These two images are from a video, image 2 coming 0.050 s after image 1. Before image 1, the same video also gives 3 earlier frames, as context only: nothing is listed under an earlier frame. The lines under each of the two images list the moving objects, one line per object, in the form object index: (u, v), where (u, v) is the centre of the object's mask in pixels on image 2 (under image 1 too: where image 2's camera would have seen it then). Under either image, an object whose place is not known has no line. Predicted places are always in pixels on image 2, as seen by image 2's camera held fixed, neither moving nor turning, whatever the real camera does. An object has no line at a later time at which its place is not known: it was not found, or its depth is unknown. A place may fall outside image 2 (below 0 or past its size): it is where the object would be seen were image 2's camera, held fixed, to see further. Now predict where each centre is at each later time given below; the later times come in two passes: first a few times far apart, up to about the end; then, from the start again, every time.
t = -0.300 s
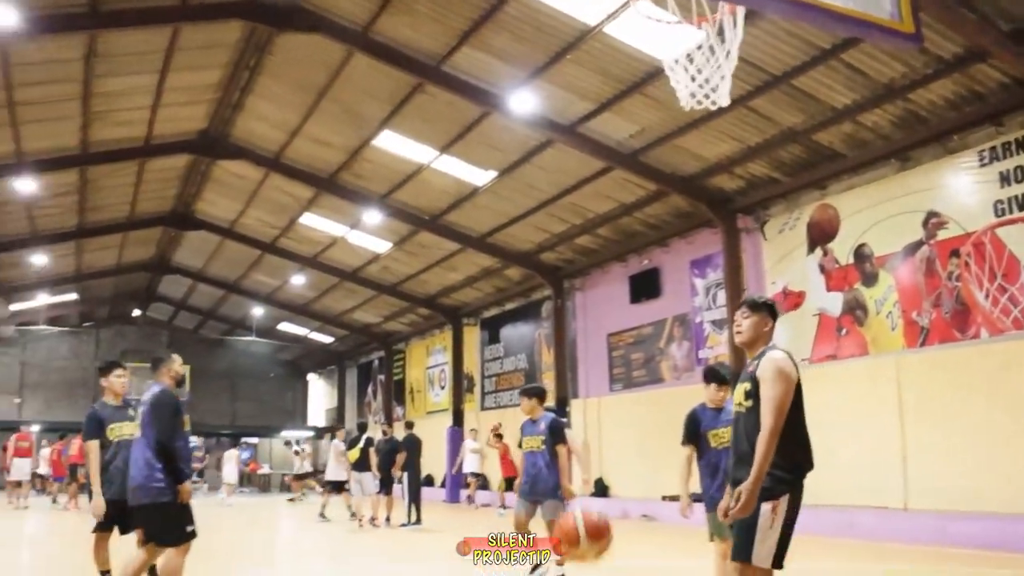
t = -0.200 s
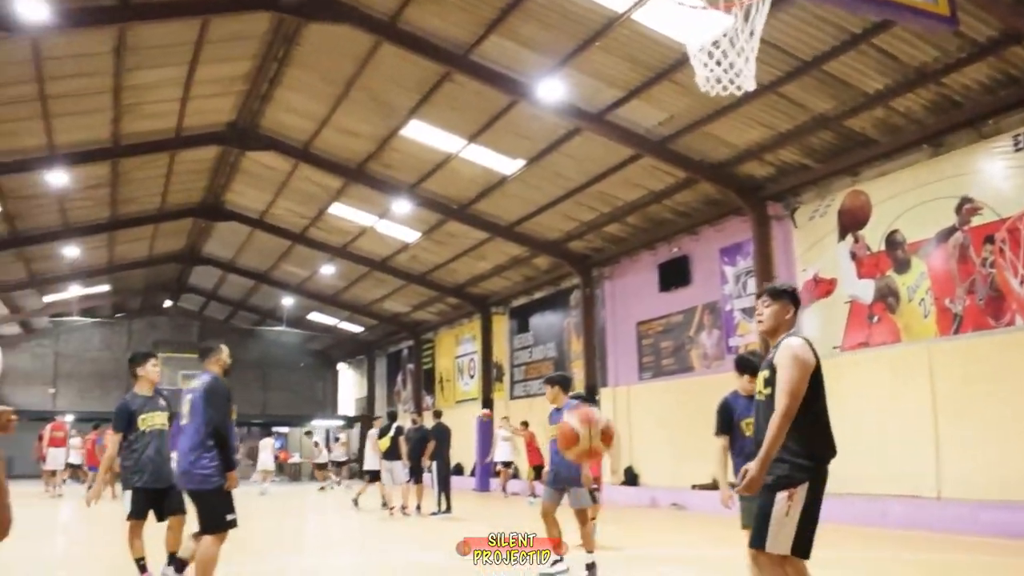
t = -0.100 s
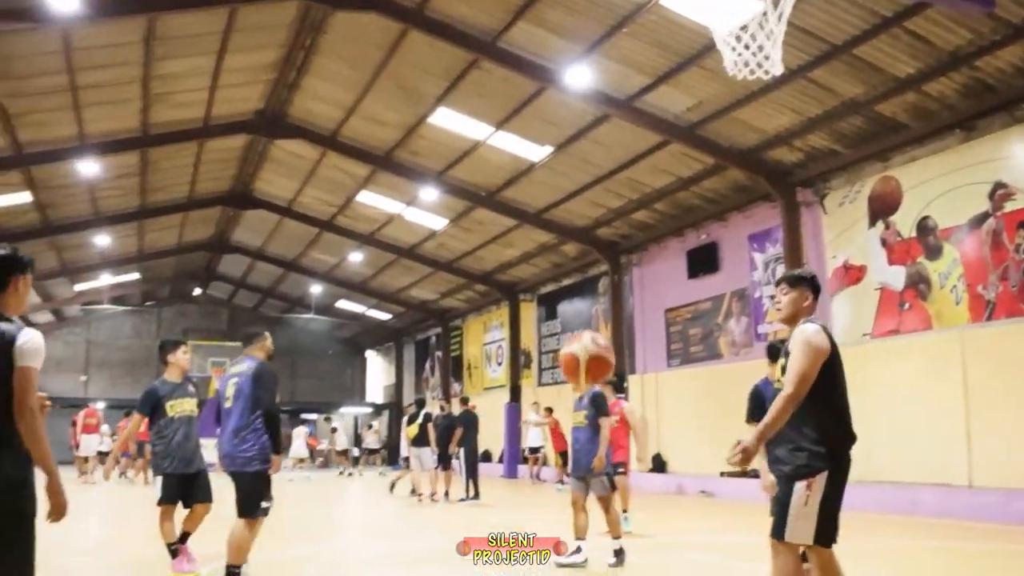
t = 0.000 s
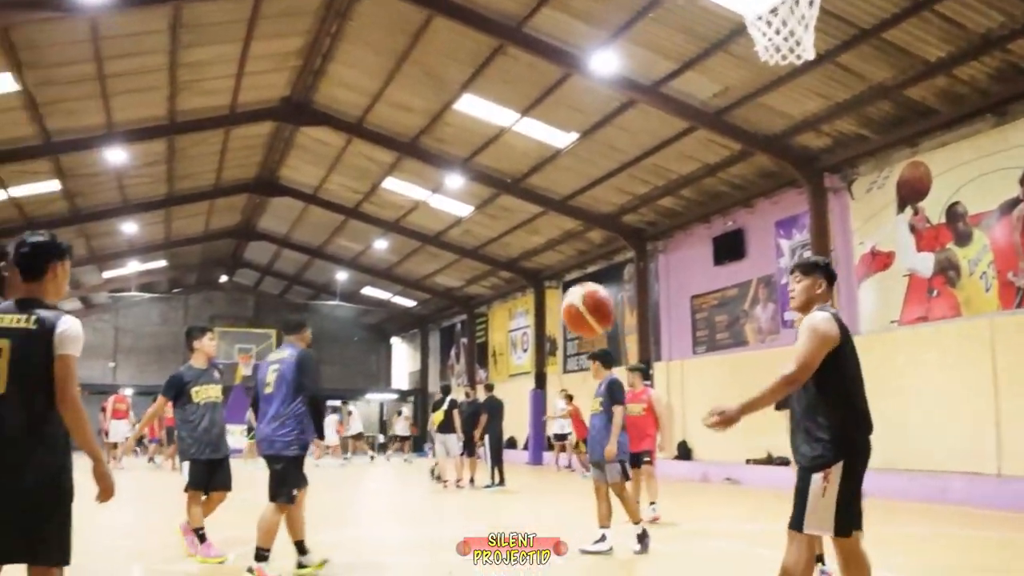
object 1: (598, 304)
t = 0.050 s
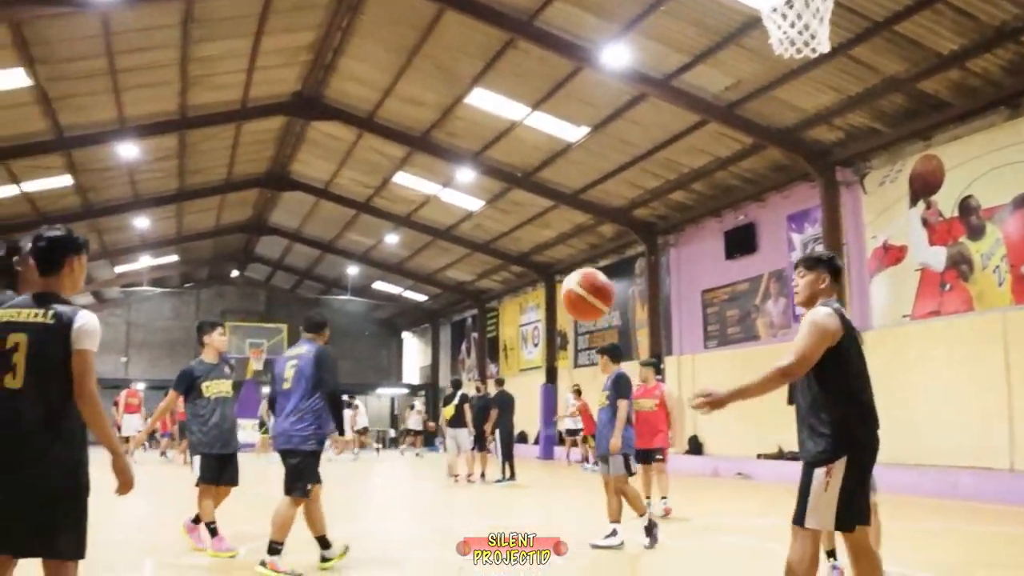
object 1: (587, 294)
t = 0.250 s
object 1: (543, 311)
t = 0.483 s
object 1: (497, 431)
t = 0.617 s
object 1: (472, 549)
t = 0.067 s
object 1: (583, 292)
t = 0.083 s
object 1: (579, 292)
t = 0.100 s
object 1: (575, 291)
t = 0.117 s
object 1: (572, 291)
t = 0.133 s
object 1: (568, 292)
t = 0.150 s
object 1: (565, 293)
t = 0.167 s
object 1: (561, 294)
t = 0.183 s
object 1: (557, 296)
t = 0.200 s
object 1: (553, 299)
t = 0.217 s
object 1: (550, 303)
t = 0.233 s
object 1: (547, 307)
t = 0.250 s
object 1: (543, 311)
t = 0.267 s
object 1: (540, 317)
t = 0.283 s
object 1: (537, 323)
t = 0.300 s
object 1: (535, 329)
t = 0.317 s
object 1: (531, 335)
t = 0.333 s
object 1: (527, 342)
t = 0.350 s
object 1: (523, 350)
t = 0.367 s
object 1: (520, 358)
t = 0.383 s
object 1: (516, 368)
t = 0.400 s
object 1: (512, 377)
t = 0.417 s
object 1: (509, 388)
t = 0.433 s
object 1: (506, 398)
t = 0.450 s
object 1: (502, 409)
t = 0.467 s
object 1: (499, 420)
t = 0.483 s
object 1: (497, 431)
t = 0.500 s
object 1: (493, 443)
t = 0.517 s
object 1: (490, 457)
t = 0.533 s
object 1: (487, 471)
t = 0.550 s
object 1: (485, 484)
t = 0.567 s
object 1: (481, 499)
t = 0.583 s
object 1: (478, 518)
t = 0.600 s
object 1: (475, 534)
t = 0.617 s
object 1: (472, 549)
